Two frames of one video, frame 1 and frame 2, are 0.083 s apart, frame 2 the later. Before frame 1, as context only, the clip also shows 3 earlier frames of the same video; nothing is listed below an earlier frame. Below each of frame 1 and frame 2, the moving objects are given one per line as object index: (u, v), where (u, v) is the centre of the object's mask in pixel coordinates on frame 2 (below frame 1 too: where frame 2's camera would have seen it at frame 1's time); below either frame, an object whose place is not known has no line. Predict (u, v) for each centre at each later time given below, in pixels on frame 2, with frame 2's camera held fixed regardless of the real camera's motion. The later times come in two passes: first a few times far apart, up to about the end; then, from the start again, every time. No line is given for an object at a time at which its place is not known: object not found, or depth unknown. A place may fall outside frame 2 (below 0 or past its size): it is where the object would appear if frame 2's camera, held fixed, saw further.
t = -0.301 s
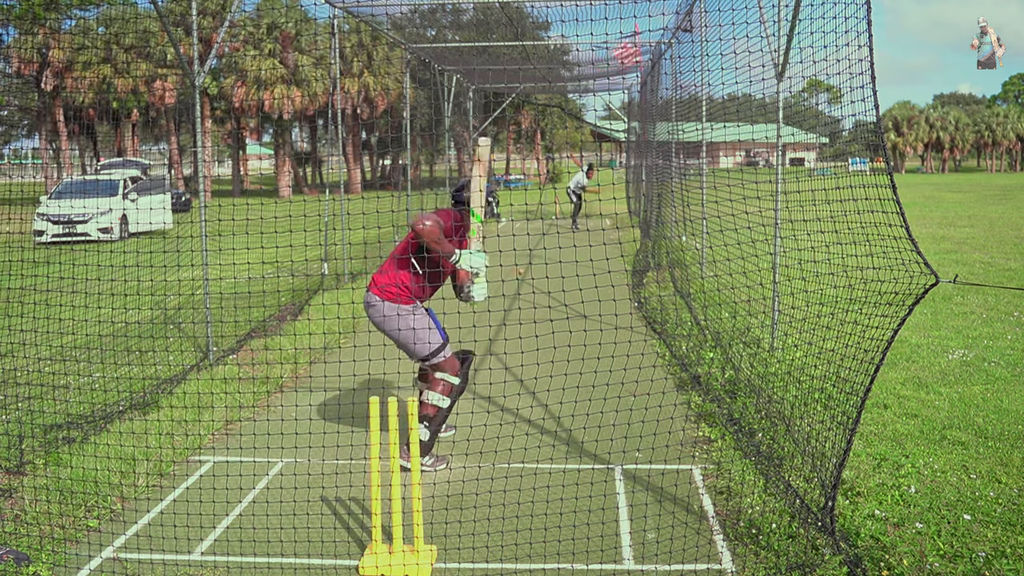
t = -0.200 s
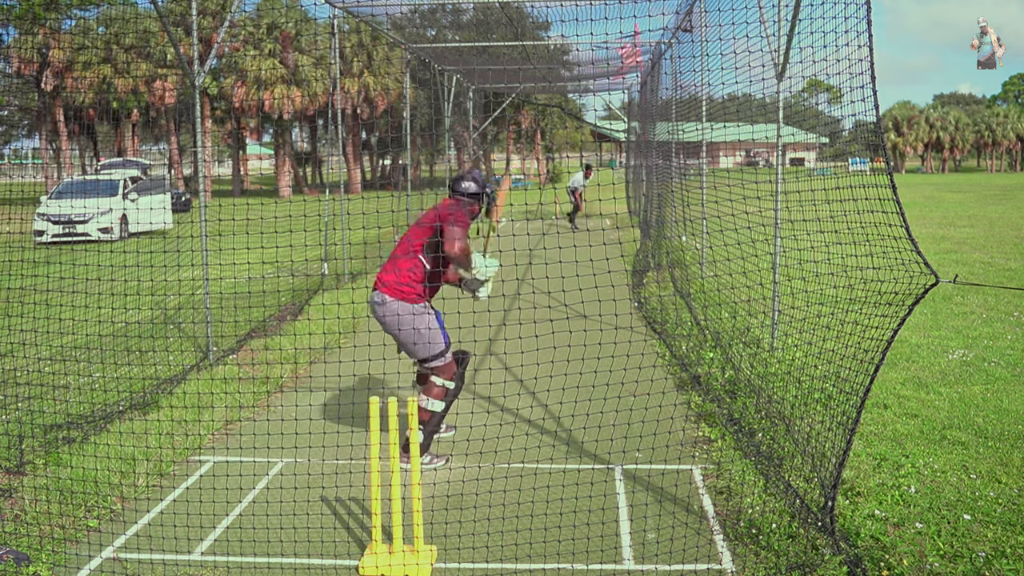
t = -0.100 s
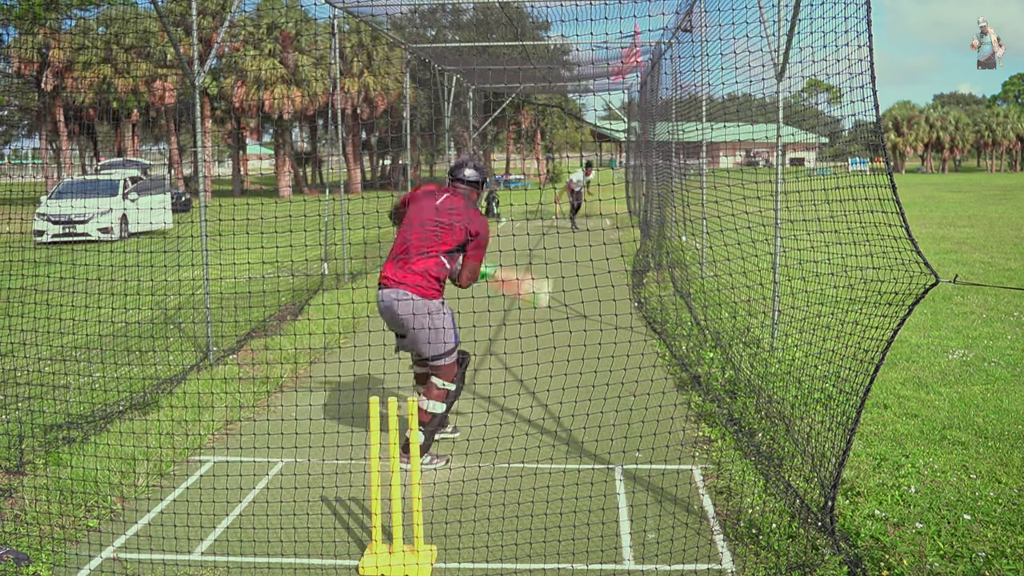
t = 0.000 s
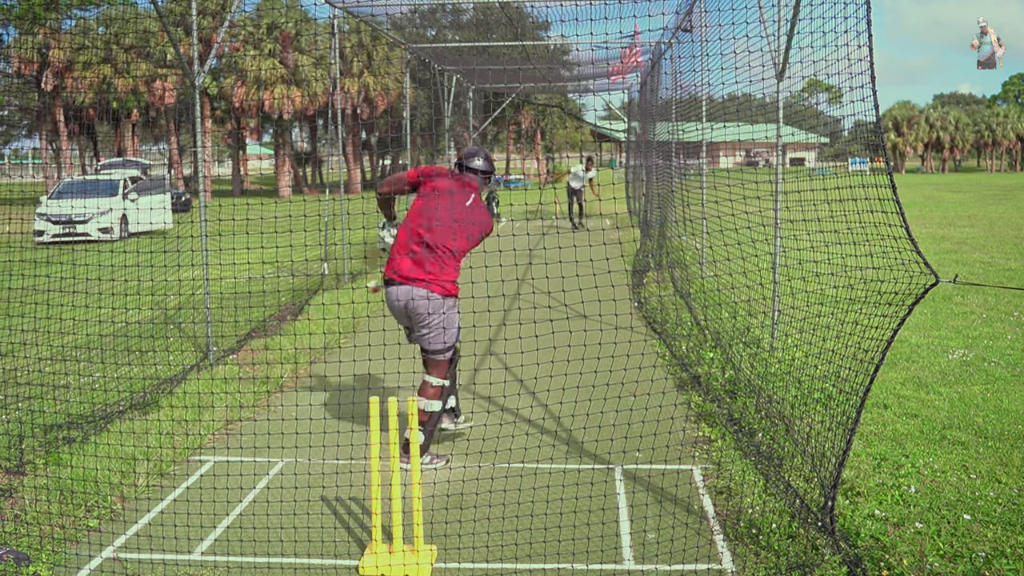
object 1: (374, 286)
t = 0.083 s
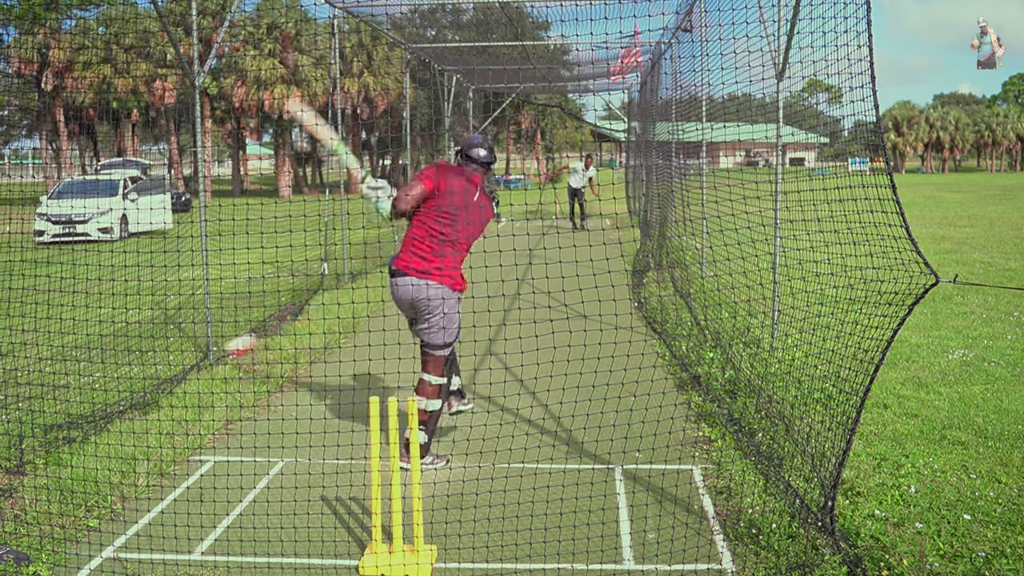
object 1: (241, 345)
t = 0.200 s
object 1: (96, 372)
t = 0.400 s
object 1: (117, 376)
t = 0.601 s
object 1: (175, 479)
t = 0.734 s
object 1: (210, 567)
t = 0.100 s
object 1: (195, 369)
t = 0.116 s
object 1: (155, 385)
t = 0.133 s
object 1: (131, 386)
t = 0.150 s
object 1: (117, 384)
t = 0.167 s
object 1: (107, 380)
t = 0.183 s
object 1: (100, 376)
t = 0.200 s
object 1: (96, 372)
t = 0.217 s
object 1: (92, 369)
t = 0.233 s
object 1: (90, 364)
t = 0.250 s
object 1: (89, 360)
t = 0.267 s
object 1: (91, 358)
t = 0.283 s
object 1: (93, 357)
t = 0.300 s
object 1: (95, 357)
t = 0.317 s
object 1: (98, 358)
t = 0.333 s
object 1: (102, 360)
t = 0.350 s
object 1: (104, 363)
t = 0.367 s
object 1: (108, 366)
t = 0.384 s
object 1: (113, 371)
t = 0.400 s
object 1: (117, 376)
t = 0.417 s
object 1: (122, 382)
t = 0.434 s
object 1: (126, 389)
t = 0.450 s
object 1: (131, 397)
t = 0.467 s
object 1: (135, 405)
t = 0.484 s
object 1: (141, 415)
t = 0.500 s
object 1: (147, 423)
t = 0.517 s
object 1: (151, 433)
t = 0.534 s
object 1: (155, 443)
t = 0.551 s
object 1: (159, 452)
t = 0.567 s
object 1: (165, 461)
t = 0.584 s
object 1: (170, 470)
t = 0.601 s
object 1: (175, 479)
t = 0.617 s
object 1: (179, 488)
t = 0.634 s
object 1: (183, 498)
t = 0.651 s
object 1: (187, 509)
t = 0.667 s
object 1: (193, 521)
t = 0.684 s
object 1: (195, 529)
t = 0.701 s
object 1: (202, 543)
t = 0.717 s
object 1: (206, 557)
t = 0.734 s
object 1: (210, 567)
